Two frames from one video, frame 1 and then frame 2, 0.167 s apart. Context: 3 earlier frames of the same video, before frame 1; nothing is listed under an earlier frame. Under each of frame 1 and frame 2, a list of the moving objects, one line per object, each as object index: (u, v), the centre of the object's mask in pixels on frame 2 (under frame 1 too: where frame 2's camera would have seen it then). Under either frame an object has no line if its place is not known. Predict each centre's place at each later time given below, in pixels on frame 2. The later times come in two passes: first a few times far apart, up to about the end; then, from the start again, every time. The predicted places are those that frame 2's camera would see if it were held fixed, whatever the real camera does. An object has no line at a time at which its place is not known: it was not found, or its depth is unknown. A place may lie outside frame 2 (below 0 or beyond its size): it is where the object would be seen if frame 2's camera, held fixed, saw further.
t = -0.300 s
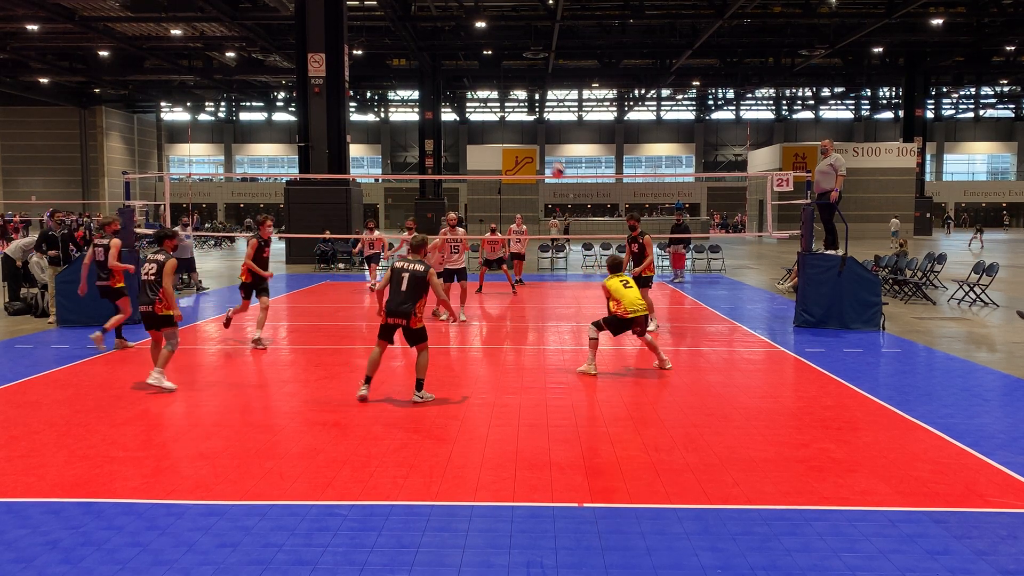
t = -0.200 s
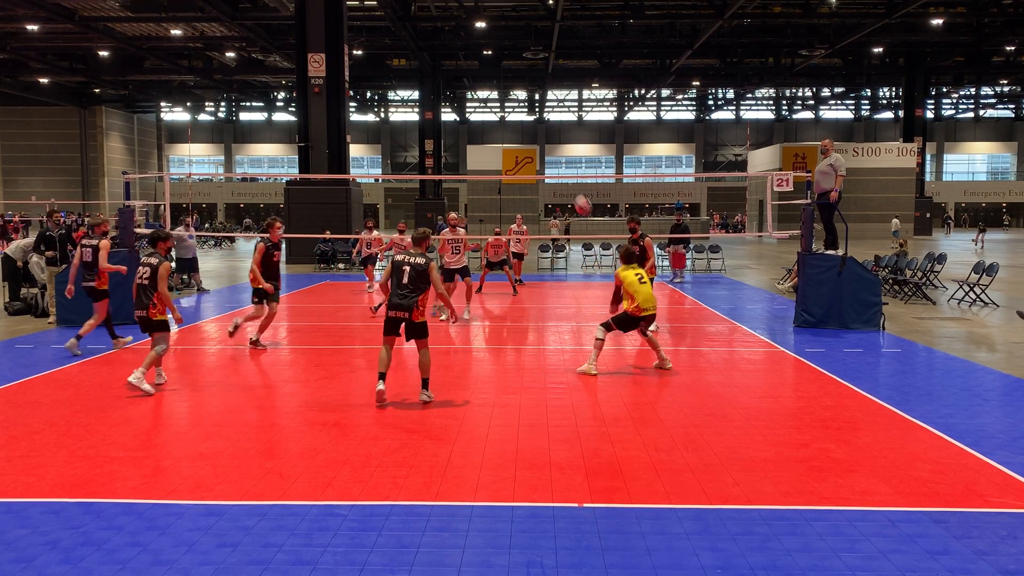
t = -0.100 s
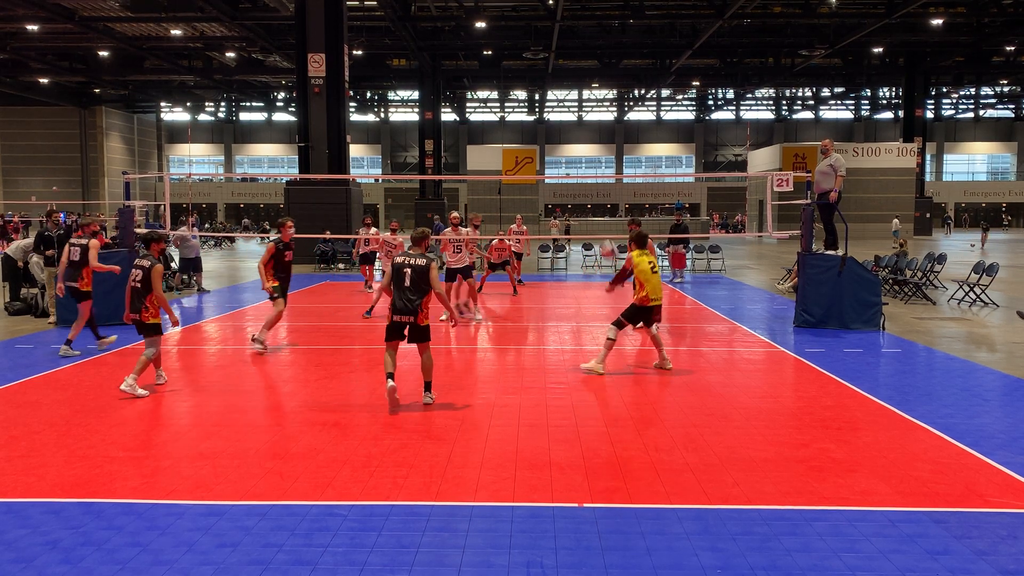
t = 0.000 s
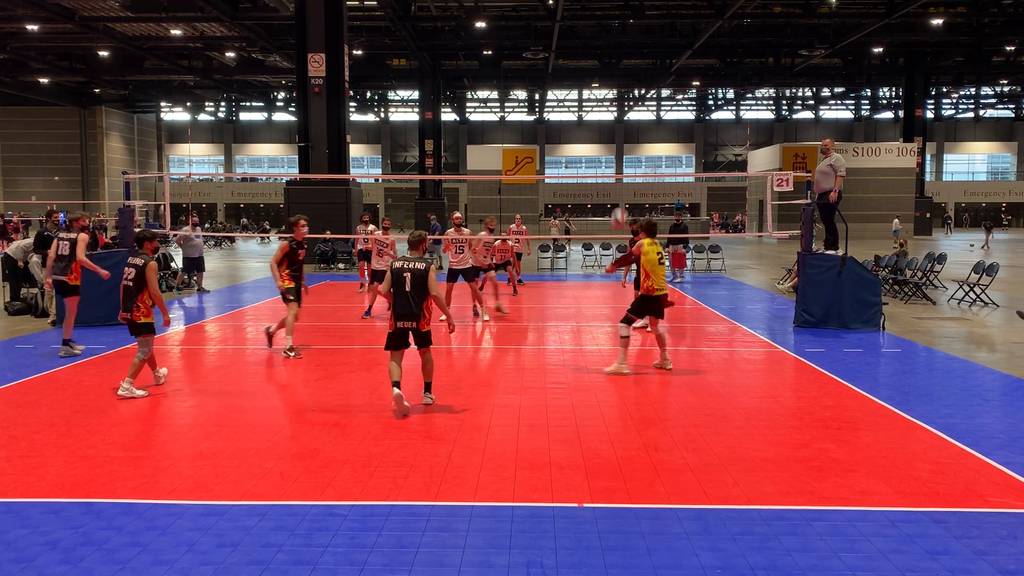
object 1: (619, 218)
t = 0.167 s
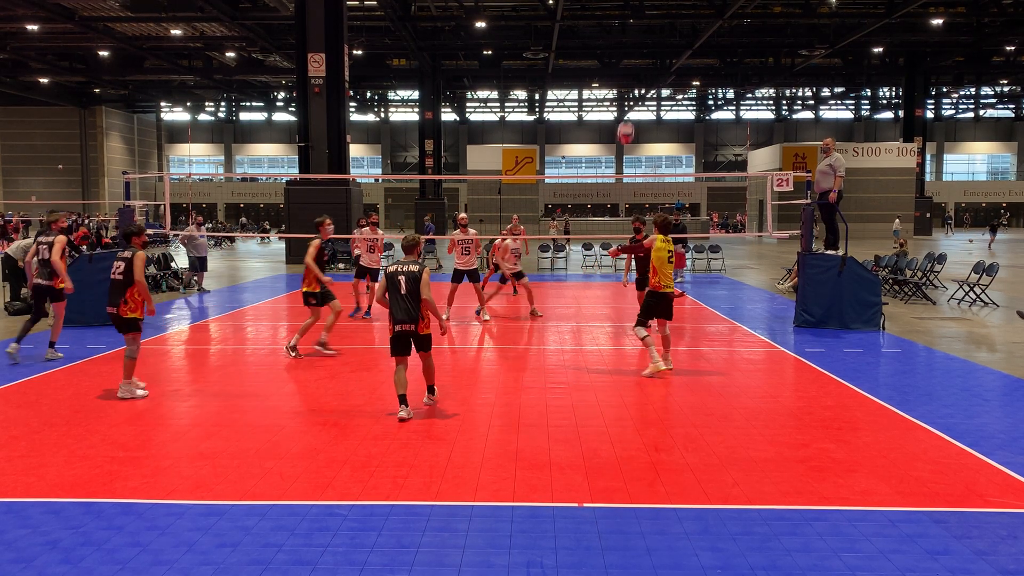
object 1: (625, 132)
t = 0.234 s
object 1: (627, 104)
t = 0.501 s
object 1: (638, 37)
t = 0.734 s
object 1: (645, 26)
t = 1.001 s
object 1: (653, 64)
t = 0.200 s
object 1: (626, 120)
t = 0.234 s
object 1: (627, 104)
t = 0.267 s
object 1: (629, 92)
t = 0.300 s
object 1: (630, 82)
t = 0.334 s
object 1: (632, 72)
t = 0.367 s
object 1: (633, 63)
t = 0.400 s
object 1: (634, 55)
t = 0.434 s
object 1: (636, 48)
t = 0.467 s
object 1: (637, 42)
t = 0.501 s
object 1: (638, 37)
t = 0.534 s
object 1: (639, 32)
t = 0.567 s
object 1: (640, 29)
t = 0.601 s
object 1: (641, 26)
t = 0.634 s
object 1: (642, 25)
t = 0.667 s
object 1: (643, 25)
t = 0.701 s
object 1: (644, 25)
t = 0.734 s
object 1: (645, 26)
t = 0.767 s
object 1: (647, 28)
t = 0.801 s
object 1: (647, 30)
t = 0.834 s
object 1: (648, 34)
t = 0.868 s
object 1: (649, 38)
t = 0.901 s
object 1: (650, 43)
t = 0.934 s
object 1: (651, 49)
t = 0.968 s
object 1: (652, 56)
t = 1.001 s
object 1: (653, 64)
